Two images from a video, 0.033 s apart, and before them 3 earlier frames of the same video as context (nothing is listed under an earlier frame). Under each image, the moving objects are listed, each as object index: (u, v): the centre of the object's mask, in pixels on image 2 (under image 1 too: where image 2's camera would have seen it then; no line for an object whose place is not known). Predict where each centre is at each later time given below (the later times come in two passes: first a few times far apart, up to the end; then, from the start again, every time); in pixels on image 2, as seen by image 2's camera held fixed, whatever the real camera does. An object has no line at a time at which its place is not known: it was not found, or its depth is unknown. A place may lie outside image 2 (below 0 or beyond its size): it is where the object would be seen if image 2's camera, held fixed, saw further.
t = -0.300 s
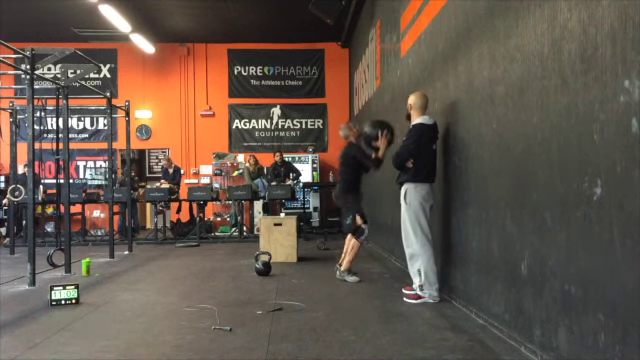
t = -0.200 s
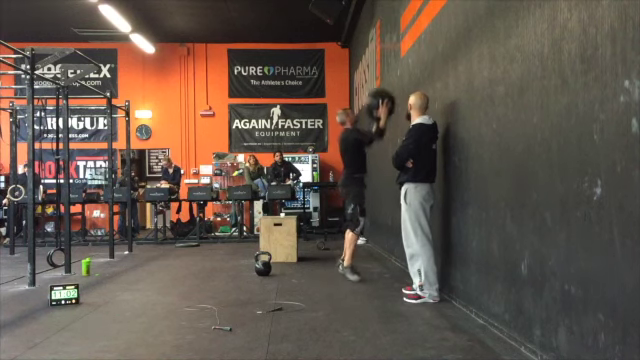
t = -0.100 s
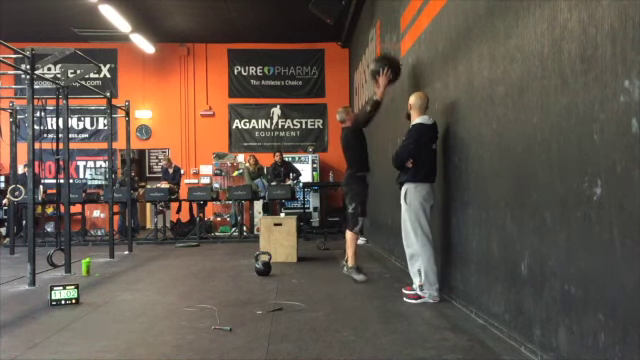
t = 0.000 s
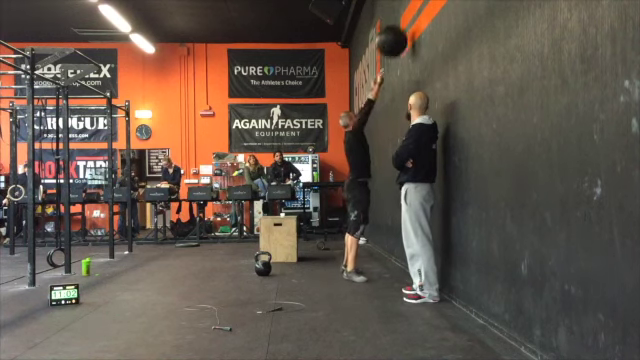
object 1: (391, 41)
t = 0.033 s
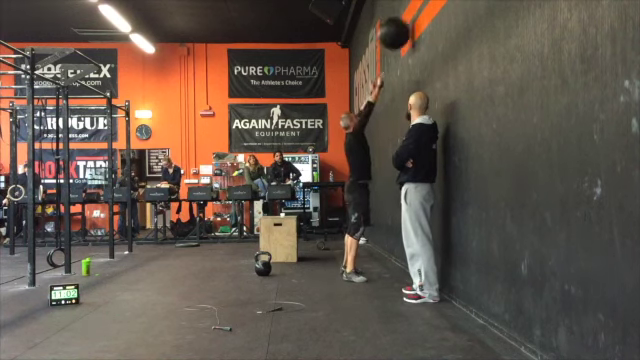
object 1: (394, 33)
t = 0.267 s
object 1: (391, 14)
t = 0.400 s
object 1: (385, 23)
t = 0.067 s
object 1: (396, 26)
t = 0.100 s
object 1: (398, 21)
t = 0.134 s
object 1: (398, 17)
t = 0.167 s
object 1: (397, 15)
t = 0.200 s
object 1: (394, 14)
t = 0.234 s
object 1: (392, 13)
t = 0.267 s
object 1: (391, 14)
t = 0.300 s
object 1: (389, 14)
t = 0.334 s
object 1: (388, 16)
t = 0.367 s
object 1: (386, 19)
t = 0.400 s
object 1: (385, 23)
